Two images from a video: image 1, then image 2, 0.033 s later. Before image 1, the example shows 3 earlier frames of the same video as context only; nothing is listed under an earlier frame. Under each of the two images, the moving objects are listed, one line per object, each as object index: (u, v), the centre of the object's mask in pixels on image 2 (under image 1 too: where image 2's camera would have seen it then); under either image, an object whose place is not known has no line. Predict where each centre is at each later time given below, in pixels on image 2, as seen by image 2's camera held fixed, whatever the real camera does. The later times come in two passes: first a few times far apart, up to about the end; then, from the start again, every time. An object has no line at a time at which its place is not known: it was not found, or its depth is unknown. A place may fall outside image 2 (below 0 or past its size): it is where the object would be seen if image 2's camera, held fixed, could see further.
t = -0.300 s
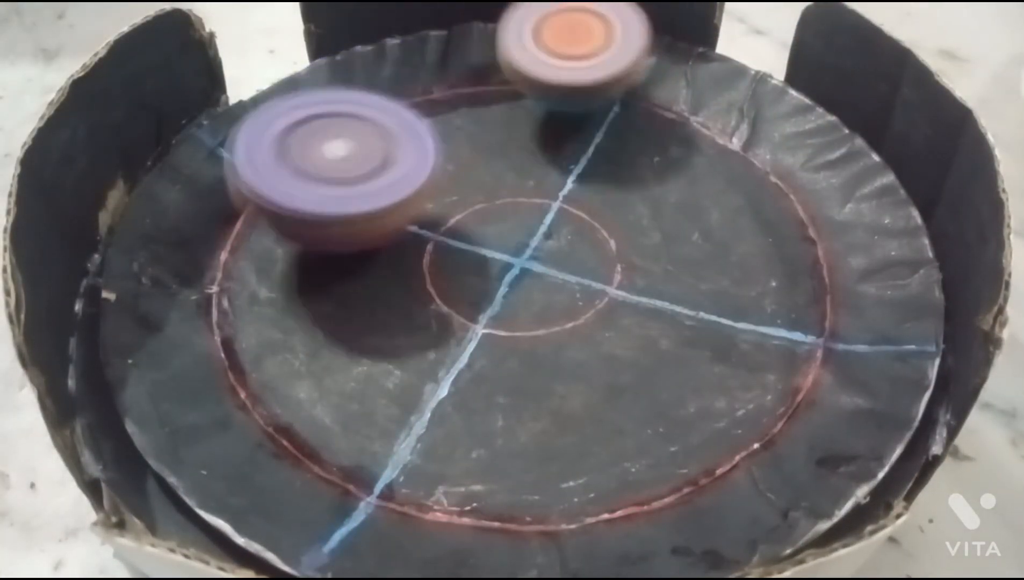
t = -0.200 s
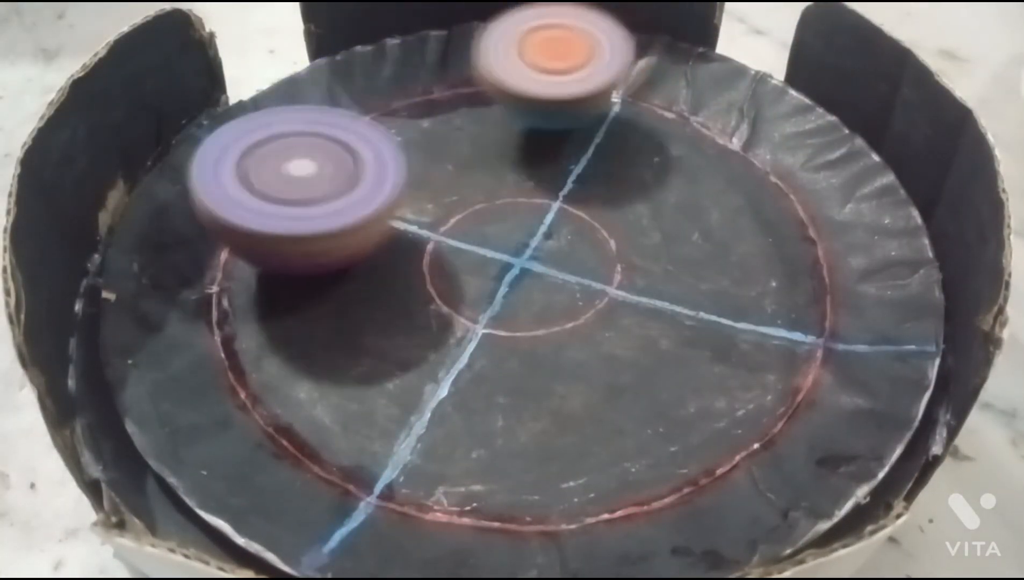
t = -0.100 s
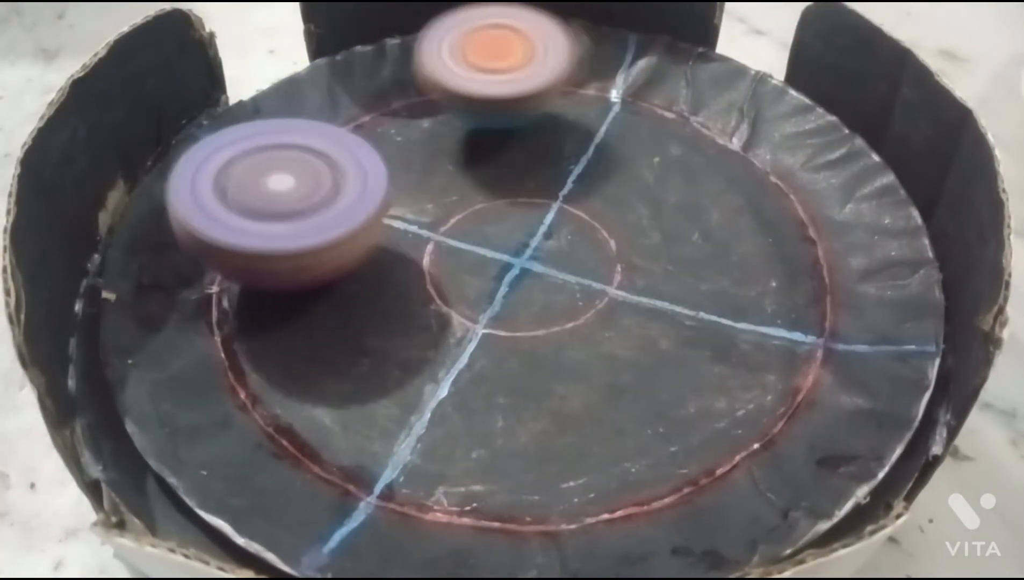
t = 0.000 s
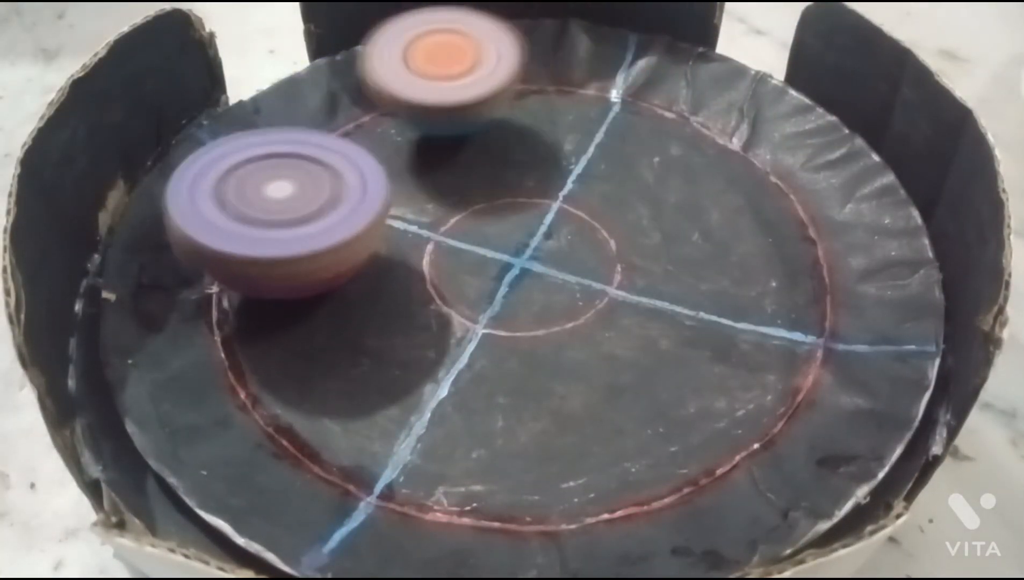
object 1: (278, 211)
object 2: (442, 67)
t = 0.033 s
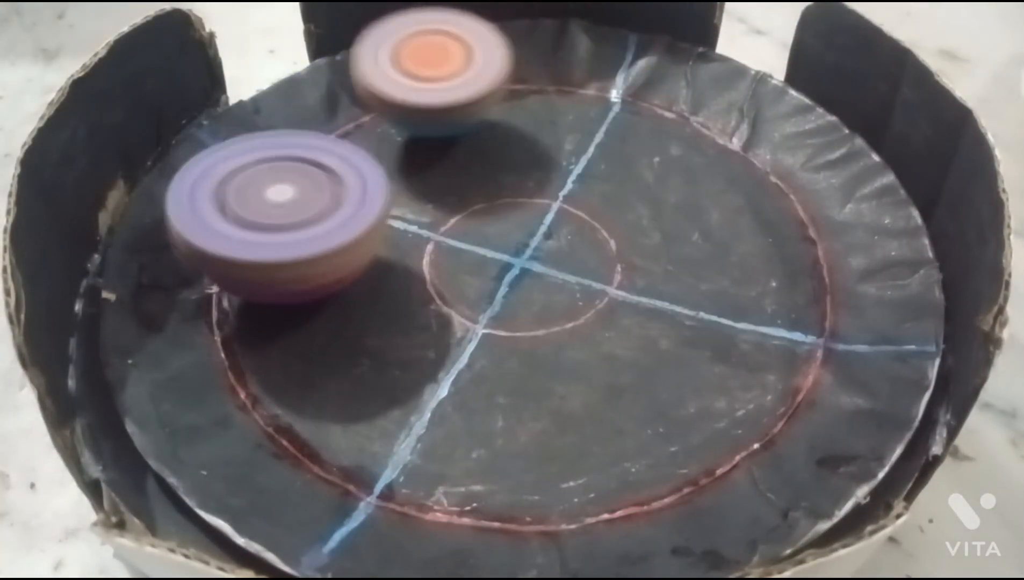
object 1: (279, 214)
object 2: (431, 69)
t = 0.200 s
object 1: (293, 233)
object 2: (388, 69)
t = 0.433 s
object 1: (333, 268)
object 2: (353, 83)
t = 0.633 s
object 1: (353, 296)
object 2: (335, 114)
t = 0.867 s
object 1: (376, 309)
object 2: (296, 156)
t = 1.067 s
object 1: (372, 306)
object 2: (289, 171)
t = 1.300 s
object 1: (481, 322)
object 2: (287, 92)
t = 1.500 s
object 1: (513, 304)
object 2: (375, 71)
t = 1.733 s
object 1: (540, 250)
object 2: (396, 109)
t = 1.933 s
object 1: (583, 203)
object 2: (274, 142)
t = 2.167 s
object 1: (592, 147)
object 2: (318, 103)
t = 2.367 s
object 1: (561, 105)
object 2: (301, 128)
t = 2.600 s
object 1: (483, 77)
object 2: (296, 189)
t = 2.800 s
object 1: (423, 77)
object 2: (335, 251)
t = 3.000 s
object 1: (387, 92)
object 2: (400, 314)
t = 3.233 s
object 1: (370, 132)
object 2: (497, 334)
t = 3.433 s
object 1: (385, 149)
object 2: (559, 308)
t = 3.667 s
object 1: (448, 149)
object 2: (612, 249)
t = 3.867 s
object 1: (465, 127)
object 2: (694, 195)
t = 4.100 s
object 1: (416, 106)
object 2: (821, 170)
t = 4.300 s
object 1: (375, 105)
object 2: (806, 147)
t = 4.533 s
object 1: (345, 122)
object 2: (708, 123)
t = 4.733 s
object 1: (344, 141)
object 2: (605, 113)
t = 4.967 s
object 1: (307, 201)
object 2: (600, 59)
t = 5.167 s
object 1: (303, 274)
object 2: (609, 60)
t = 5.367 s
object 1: (393, 316)
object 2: (593, 56)
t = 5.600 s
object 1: (506, 263)
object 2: (540, 68)
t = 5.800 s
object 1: (557, 202)
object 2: (485, 62)
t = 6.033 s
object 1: (687, 242)
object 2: (374, 65)
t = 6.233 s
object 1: (672, 215)
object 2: (298, 76)
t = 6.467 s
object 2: (385, 66)
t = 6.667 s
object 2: (385, 65)
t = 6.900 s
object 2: (318, 85)
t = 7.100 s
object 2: (333, 84)
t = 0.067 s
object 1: (279, 219)
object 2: (422, 69)
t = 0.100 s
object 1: (280, 223)
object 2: (414, 67)
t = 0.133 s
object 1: (283, 226)
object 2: (405, 66)
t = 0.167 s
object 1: (287, 229)
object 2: (396, 67)
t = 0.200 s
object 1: (293, 233)
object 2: (388, 69)
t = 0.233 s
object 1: (302, 237)
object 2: (383, 71)
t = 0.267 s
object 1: (314, 240)
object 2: (377, 73)
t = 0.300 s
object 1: (322, 246)
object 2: (370, 73)
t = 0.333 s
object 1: (327, 251)
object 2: (364, 74)
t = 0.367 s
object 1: (329, 255)
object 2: (358, 75)
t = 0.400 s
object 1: (330, 262)
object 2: (356, 78)
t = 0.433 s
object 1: (333, 268)
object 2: (353, 83)
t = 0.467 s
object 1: (336, 274)
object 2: (349, 87)
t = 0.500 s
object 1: (339, 280)
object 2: (347, 92)
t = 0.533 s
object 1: (342, 286)
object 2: (347, 97)
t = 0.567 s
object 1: (344, 290)
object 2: (344, 102)
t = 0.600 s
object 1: (348, 294)
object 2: (340, 108)
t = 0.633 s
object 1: (353, 296)
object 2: (335, 114)
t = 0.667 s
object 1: (360, 298)
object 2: (332, 118)
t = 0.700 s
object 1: (365, 301)
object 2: (330, 124)
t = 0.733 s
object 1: (367, 304)
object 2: (325, 130)
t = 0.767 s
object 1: (370, 305)
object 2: (319, 134)
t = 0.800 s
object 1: (372, 306)
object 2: (314, 142)
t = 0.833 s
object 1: (375, 307)
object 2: (306, 149)
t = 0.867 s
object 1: (376, 309)
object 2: (296, 156)
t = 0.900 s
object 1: (376, 310)
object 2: (289, 162)
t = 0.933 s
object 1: (375, 309)
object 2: (287, 164)
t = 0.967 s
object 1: (374, 308)
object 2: (289, 167)
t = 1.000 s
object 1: (375, 306)
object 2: (290, 168)
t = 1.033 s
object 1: (373, 307)
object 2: (289, 170)
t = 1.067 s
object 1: (372, 306)
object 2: (289, 171)
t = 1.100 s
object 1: (384, 305)
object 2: (277, 166)
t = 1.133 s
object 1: (415, 314)
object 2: (249, 164)
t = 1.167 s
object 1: (437, 320)
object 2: (226, 150)
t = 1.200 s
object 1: (449, 322)
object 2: (219, 135)
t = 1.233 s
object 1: (462, 322)
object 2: (230, 117)
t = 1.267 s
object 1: (474, 323)
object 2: (251, 99)
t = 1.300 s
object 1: (481, 322)
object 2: (287, 92)
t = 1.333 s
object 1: (489, 318)
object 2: (318, 82)
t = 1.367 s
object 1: (496, 317)
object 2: (335, 78)
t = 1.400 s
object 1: (497, 316)
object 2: (357, 69)
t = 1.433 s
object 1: (502, 312)
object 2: (367, 69)
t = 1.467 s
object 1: (510, 309)
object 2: (373, 69)
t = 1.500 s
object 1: (513, 304)
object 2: (375, 71)
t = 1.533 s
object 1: (520, 295)
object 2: (377, 75)
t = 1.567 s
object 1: (526, 289)
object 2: (381, 79)
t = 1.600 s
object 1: (526, 282)
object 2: (386, 84)
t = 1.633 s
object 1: (530, 272)
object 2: (392, 90)
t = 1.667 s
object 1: (535, 266)
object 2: (395, 96)
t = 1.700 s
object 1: (538, 259)
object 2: (391, 103)
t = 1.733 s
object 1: (540, 250)
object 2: (396, 109)
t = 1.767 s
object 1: (542, 244)
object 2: (399, 118)
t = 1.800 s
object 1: (536, 236)
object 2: (396, 127)
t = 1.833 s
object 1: (535, 223)
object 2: (388, 136)
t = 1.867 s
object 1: (539, 216)
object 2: (375, 141)
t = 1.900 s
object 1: (565, 210)
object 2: (319, 141)
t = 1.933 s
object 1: (583, 203)
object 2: (274, 142)
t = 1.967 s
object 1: (587, 196)
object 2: (246, 137)
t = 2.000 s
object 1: (592, 189)
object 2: (232, 130)
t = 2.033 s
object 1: (594, 181)
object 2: (233, 123)
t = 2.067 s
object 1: (594, 172)
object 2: (243, 115)
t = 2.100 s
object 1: (595, 163)
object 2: (269, 111)
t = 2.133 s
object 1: (592, 155)
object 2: (297, 106)
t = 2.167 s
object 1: (592, 147)
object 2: (318, 103)
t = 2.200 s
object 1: (587, 138)
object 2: (327, 98)
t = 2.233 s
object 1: (584, 129)
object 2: (325, 98)
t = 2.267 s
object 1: (578, 124)
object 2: (318, 105)
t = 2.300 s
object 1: (574, 115)
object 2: (307, 113)
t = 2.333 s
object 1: (572, 110)
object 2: (300, 118)
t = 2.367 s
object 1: (561, 105)
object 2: (301, 128)
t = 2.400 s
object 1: (552, 99)
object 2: (297, 136)
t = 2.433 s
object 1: (538, 96)
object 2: (294, 146)
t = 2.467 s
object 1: (529, 89)
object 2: (292, 156)
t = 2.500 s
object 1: (519, 88)
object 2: (289, 163)
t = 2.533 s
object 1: (507, 82)
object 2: (289, 172)
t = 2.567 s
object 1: (497, 81)
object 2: (292, 180)
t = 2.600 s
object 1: (483, 77)
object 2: (296, 189)
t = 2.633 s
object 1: (475, 76)
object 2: (299, 198)
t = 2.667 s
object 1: (464, 76)
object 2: (300, 208)
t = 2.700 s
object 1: (455, 74)
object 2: (300, 218)
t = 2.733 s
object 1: (440, 75)
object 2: (307, 228)
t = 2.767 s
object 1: (429, 74)
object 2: (323, 239)
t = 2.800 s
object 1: (423, 77)
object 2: (335, 251)
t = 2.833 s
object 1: (414, 76)
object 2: (344, 263)
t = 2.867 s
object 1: (409, 79)
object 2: (352, 276)
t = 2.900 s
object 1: (400, 82)
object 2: (362, 287)
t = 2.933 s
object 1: (398, 84)
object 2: (375, 296)
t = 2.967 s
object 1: (391, 89)
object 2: (386, 305)
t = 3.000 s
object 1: (387, 92)
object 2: (400, 314)
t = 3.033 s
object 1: (384, 98)
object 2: (414, 321)
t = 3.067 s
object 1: (378, 102)
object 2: (430, 326)
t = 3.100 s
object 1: (376, 111)
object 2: (443, 331)
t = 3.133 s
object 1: (370, 116)
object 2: (458, 333)
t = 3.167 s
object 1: (368, 123)
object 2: (473, 333)
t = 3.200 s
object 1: (366, 128)
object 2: (486, 333)
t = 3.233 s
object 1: (370, 132)
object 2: (497, 334)
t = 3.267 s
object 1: (370, 135)
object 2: (506, 334)
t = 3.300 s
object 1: (371, 137)
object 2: (518, 332)
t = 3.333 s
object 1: (372, 141)
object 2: (528, 327)
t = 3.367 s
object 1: (373, 144)
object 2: (536, 320)
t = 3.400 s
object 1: (381, 147)
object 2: (546, 314)
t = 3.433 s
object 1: (385, 149)
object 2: (559, 308)
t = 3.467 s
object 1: (398, 151)
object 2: (568, 300)
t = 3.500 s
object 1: (403, 153)
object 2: (578, 291)
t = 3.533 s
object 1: (415, 153)
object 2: (587, 282)
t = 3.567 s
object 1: (418, 155)
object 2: (593, 275)
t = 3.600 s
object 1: (431, 152)
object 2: (598, 266)
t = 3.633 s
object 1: (440, 151)
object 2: (604, 259)
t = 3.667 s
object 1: (448, 149)
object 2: (612, 249)
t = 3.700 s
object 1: (454, 147)
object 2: (621, 240)
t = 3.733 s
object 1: (462, 144)
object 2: (629, 230)
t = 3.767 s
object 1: (469, 140)
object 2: (634, 220)
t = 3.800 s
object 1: (475, 135)
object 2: (639, 210)
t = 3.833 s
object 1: (480, 132)
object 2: (648, 198)
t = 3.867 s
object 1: (465, 127)
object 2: (694, 195)
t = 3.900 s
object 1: (462, 125)
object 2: (738, 190)
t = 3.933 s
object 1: (459, 118)
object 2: (774, 185)
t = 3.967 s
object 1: (449, 116)
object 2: (793, 180)
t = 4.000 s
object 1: (442, 111)
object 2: (803, 175)
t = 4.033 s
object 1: (434, 109)
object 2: (813, 173)
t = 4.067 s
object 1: (427, 106)
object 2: (819, 172)
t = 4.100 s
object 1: (416, 106)
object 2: (821, 170)
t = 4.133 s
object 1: (412, 105)
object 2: (822, 163)
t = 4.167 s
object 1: (404, 104)
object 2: (816, 160)
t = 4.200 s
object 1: (401, 103)
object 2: (812, 158)
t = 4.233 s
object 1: (392, 101)
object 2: (811, 156)
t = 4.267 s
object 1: (384, 104)
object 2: (808, 151)
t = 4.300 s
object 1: (375, 105)
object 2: (806, 147)
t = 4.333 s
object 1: (368, 110)
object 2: (802, 141)
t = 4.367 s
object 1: (363, 110)
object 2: (794, 134)
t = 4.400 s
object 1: (357, 114)
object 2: (779, 129)
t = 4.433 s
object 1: (356, 114)
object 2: (763, 127)
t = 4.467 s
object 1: (352, 117)
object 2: (748, 125)
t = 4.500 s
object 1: (351, 118)
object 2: (726, 125)
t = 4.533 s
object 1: (345, 122)
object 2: (708, 123)
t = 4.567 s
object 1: (344, 127)
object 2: (695, 119)
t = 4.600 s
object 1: (341, 129)
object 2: (677, 116)
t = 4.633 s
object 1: (343, 134)
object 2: (661, 113)
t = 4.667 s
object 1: (342, 136)
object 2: (644, 108)
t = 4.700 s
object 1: (341, 140)
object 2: (623, 113)
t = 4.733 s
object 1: (344, 141)
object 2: (605, 113)
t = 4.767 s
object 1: (346, 143)
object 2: (588, 113)
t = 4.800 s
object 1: (354, 144)
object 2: (569, 113)
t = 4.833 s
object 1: (354, 146)
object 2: (551, 115)
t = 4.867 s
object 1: (349, 150)
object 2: (544, 112)
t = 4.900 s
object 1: (324, 164)
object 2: (568, 92)
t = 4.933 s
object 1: (314, 191)
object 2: (589, 71)
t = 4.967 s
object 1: (307, 201)
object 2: (600, 59)
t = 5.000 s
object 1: (289, 210)
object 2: (597, 49)
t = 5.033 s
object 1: (288, 223)
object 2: (597, 45)
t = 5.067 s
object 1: (292, 234)
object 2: (597, 47)
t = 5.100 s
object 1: (285, 248)
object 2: (601, 51)
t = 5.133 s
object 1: (292, 263)
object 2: (605, 56)
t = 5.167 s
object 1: (303, 274)
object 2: (609, 60)
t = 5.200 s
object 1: (309, 287)
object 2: (614, 58)
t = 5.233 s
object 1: (324, 301)
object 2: (614, 56)
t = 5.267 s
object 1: (342, 306)
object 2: (612, 54)
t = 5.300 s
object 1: (356, 311)
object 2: (606, 51)
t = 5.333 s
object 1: (375, 316)
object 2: (596, 55)
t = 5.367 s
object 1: (393, 316)
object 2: (593, 56)
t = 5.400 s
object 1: (404, 315)
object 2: (587, 56)
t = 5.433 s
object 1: (430, 310)
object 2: (576, 57)
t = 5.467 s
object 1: (453, 303)
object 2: (569, 60)
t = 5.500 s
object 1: (466, 296)
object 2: (561, 63)
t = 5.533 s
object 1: (480, 285)
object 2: (558, 64)
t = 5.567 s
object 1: (496, 274)
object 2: (550, 67)
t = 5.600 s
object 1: (506, 263)
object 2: (540, 68)
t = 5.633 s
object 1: (512, 248)
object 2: (540, 74)
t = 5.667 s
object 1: (522, 236)
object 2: (536, 78)
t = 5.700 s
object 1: (520, 225)
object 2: (534, 79)
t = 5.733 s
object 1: (512, 213)
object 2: (530, 78)
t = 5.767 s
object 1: (518, 195)
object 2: (527, 73)
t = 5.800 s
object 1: (557, 202)
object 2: (485, 62)
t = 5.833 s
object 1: (589, 212)
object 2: (458, 56)
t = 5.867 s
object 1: (611, 225)
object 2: (430, 56)
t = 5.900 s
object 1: (635, 238)
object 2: (417, 57)
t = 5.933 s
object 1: (650, 242)
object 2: (406, 56)
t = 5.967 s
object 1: (660, 242)
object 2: (392, 57)
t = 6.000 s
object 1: (675, 242)
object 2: (379, 59)
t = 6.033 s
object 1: (687, 242)
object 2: (374, 65)
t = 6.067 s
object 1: (699, 238)
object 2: (362, 67)
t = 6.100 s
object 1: (711, 234)
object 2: (351, 70)
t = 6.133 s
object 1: (712, 231)
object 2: (337, 78)
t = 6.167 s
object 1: (707, 225)
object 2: (323, 80)
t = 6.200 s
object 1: (695, 222)
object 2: (307, 80)
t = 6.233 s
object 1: (672, 215)
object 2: (298, 76)
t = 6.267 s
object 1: (666, 210)
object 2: (303, 78)
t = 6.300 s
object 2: (314, 81)
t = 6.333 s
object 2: (328, 81)
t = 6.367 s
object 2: (344, 80)
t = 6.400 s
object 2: (359, 76)
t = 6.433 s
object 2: (374, 71)
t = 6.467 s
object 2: (385, 66)
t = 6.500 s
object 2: (392, 62)
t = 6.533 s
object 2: (396, 60)
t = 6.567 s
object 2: (400, 58)
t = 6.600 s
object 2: (396, 60)
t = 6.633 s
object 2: (393, 61)
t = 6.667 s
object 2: (385, 65)
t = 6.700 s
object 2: (377, 69)
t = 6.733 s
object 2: (367, 74)
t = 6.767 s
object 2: (356, 79)
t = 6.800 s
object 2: (345, 83)
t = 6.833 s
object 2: (334, 84)
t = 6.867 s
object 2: (326, 85)
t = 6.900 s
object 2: (318, 85)
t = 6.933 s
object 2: (312, 85)
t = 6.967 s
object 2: (311, 85)
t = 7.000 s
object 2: (316, 85)
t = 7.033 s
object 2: (321, 85)
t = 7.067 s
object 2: (326, 84)
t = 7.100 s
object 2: (333, 84)
